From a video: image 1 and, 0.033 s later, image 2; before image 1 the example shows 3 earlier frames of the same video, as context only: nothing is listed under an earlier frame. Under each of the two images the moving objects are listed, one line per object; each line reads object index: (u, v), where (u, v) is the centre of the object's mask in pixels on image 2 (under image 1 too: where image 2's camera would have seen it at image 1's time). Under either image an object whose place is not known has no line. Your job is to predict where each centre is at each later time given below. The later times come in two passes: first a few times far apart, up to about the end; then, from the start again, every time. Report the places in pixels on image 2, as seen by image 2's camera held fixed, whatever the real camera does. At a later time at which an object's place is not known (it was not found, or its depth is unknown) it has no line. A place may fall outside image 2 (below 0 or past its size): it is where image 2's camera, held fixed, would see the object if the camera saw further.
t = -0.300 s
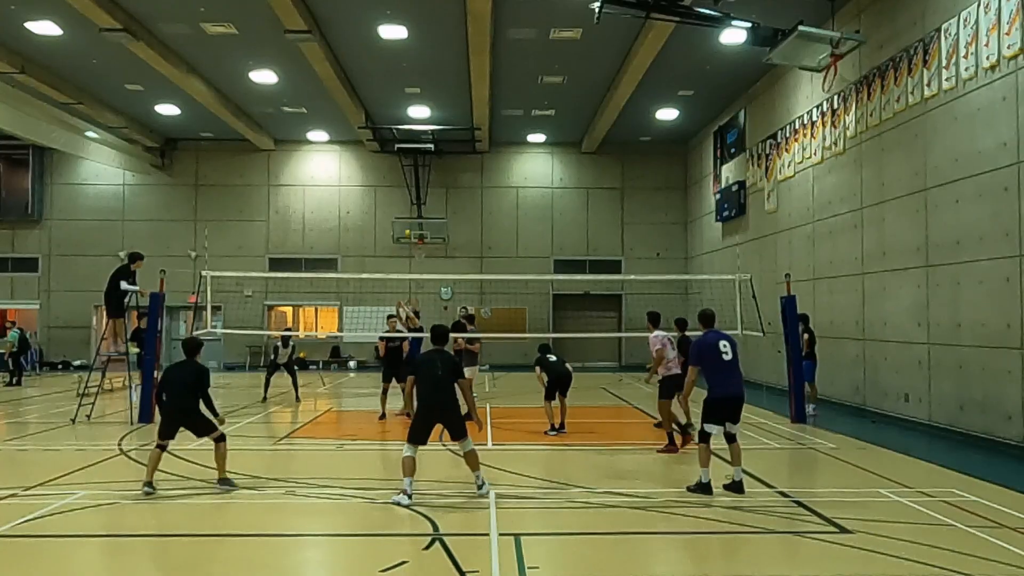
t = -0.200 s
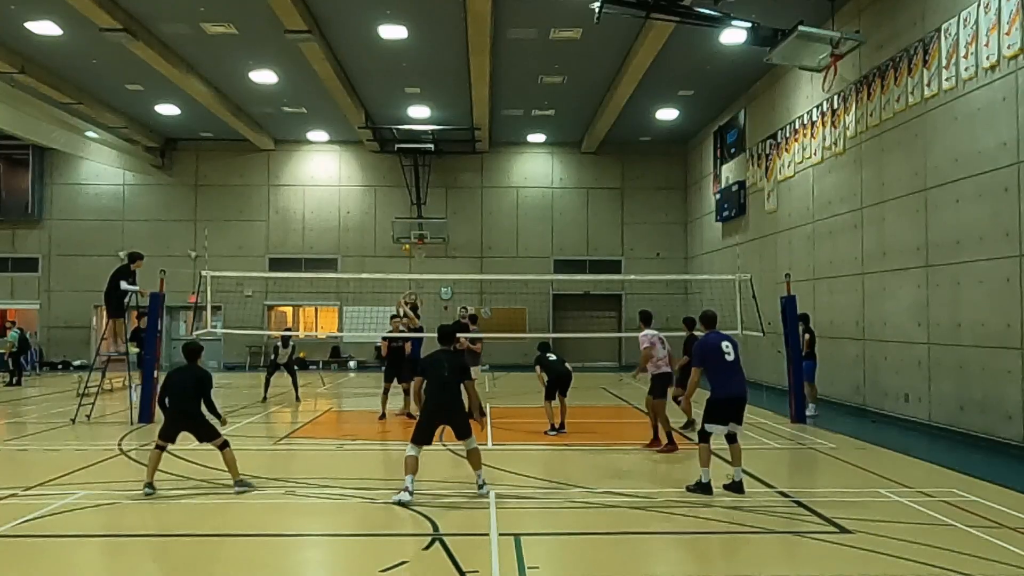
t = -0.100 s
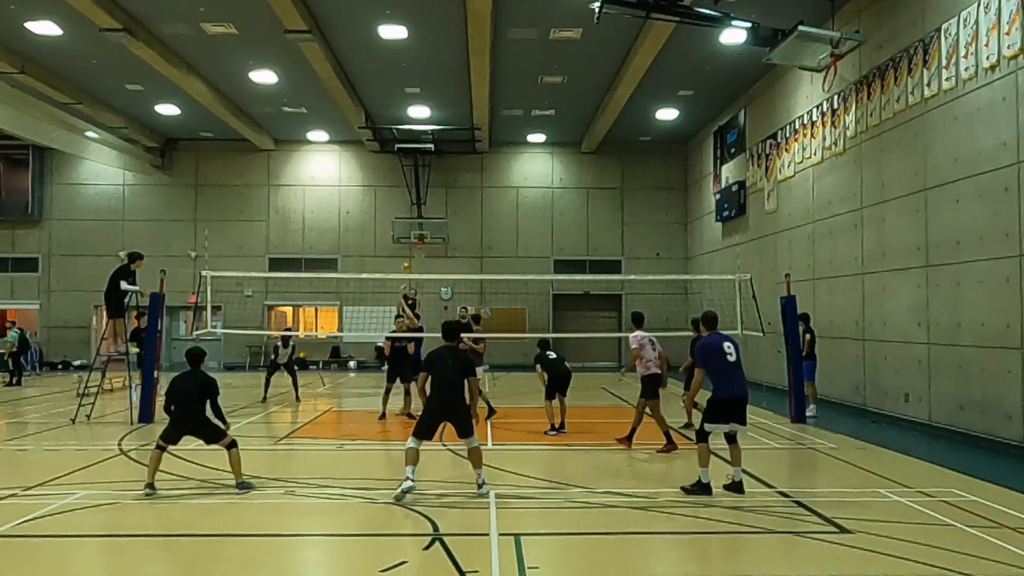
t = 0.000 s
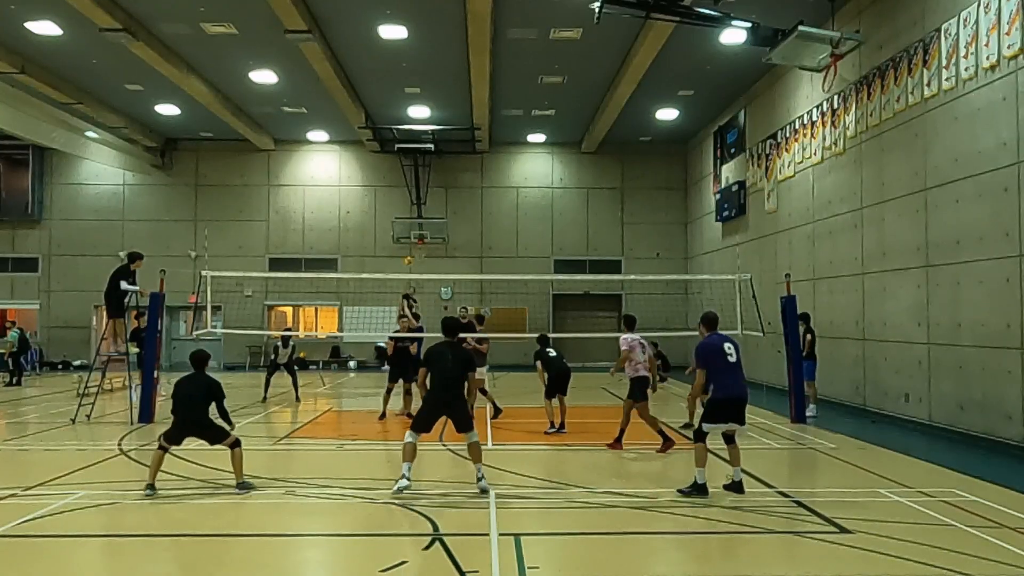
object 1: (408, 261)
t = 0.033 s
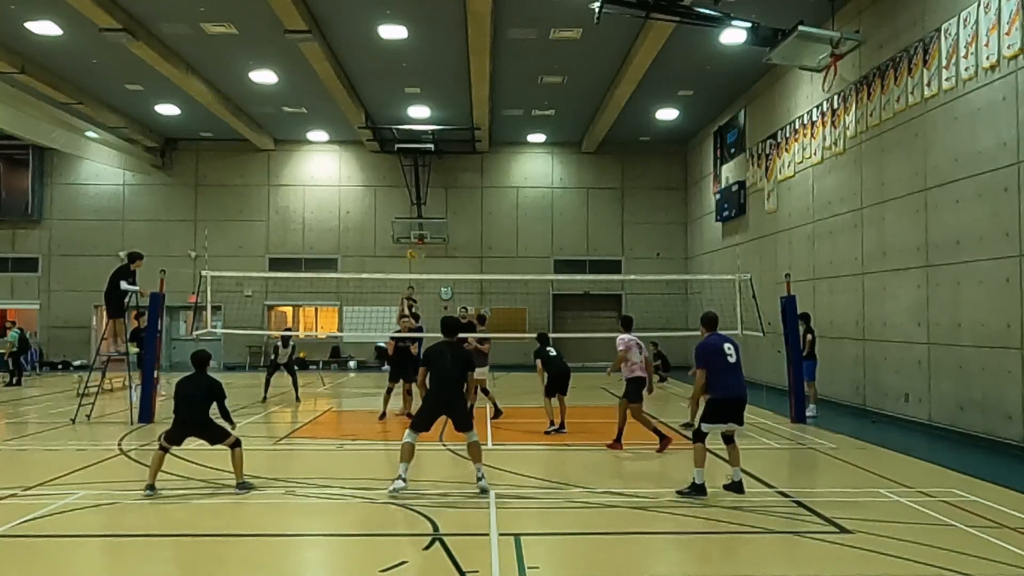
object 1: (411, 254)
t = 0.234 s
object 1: (427, 216)
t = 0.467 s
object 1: (459, 189)
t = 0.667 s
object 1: (503, 187)
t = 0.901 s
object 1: (590, 231)
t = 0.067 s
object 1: (413, 246)
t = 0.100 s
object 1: (415, 240)
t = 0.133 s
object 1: (418, 231)
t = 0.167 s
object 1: (421, 227)
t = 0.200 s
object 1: (423, 222)
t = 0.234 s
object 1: (427, 216)
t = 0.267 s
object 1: (430, 211)
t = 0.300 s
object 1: (435, 206)
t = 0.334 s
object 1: (439, 201)
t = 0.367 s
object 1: (444, 197)
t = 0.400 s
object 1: (448, 194)
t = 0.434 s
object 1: (453, 191)
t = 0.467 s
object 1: (459, 189)
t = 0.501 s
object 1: (465, 187)
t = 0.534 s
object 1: (472, 185)
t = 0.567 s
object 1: (479, 184)
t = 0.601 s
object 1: (486, 184)
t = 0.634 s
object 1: (494, 185)
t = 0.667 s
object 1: (503, 187)
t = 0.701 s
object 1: (513, 190)
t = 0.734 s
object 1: (523, 193)
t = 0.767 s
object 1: (534, 198)
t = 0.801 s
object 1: (546, 204)
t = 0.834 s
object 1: (560, 211)
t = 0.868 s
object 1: (575, 220)
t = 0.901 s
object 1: (590, 231)
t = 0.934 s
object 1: (609, 243)
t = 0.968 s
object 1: (628, 257)
